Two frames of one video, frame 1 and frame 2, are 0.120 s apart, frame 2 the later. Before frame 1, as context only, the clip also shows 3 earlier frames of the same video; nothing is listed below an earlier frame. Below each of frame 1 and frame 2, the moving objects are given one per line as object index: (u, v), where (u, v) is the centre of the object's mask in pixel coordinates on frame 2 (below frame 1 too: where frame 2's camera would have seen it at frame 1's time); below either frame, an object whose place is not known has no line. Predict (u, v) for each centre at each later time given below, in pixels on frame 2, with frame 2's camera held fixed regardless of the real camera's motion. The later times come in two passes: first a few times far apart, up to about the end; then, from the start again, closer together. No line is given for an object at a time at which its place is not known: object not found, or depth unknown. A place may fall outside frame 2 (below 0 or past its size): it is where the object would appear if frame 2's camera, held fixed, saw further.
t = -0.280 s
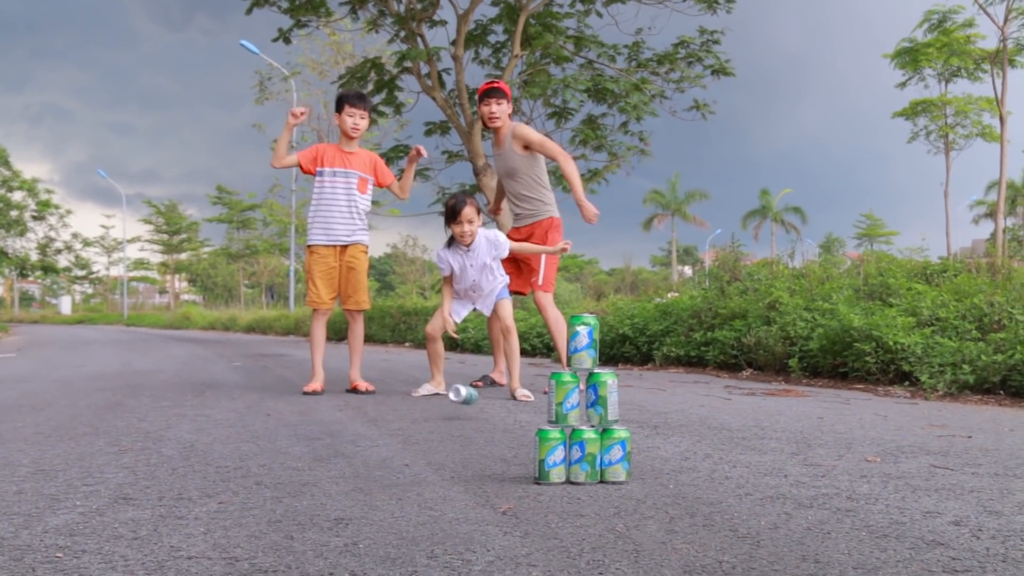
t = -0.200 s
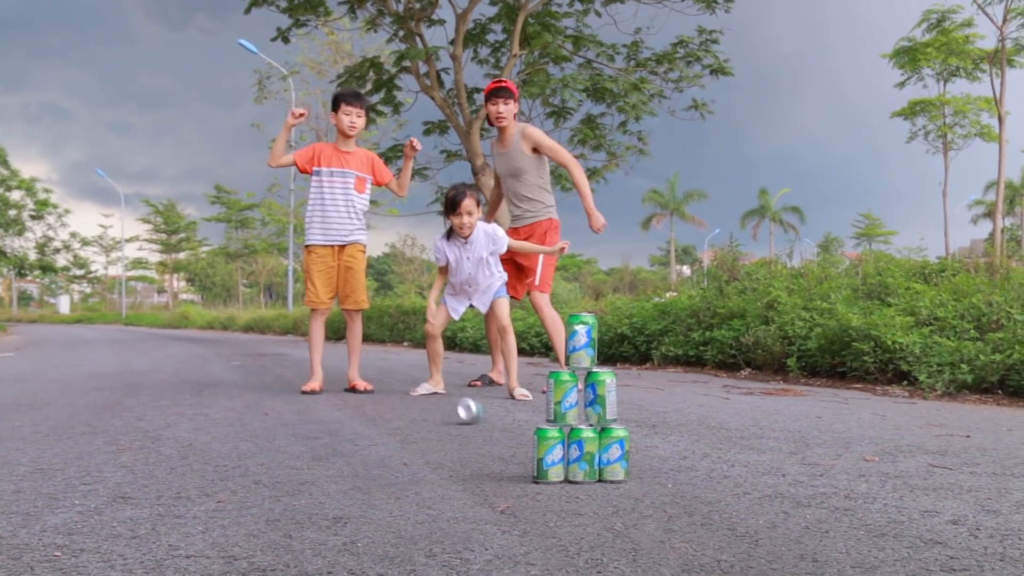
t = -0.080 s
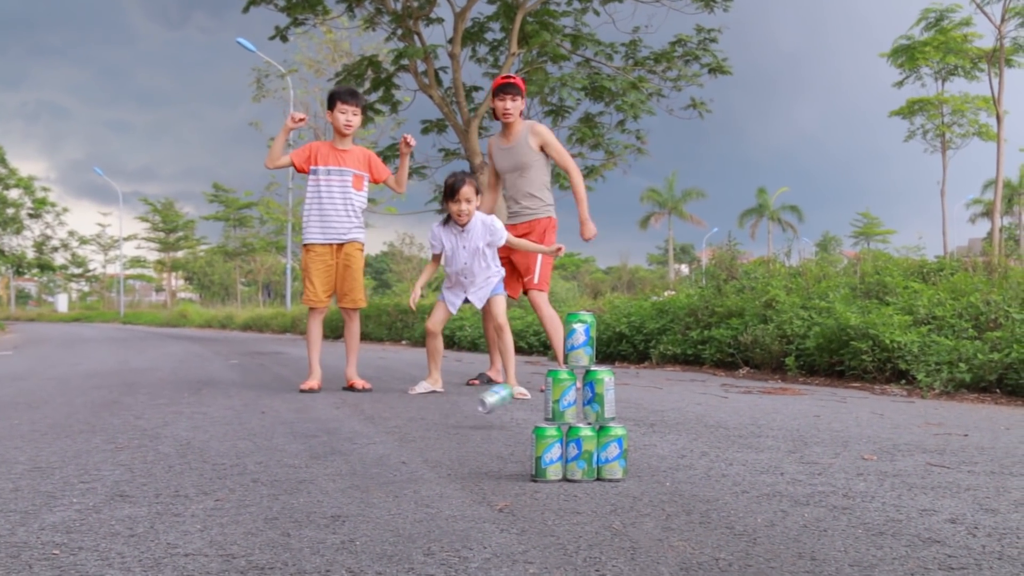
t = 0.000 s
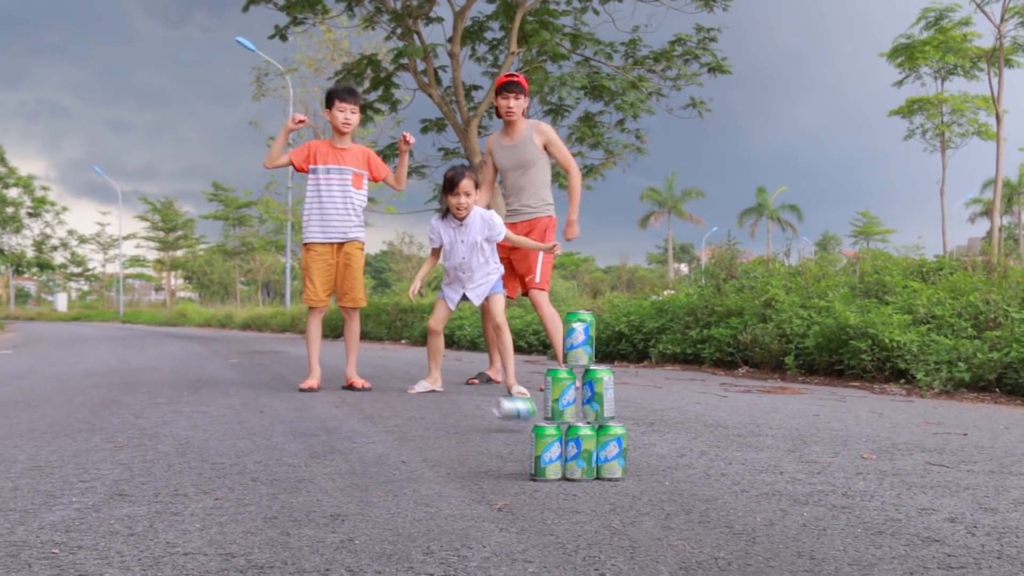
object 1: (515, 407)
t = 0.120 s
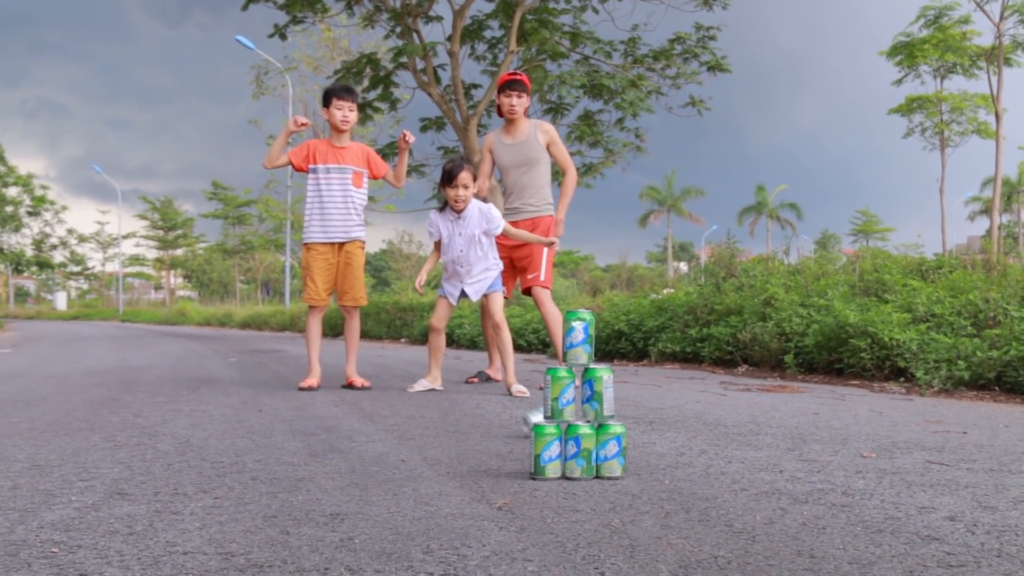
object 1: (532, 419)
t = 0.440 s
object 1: (637, 442)
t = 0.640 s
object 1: (689, 455)
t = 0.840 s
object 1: (774, 470)
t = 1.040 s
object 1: (876, 487)
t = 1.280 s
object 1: (1016, 504)
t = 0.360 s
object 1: (628, 434)
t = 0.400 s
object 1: (632, 439)
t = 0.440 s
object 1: (637, 442)
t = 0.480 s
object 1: (643, 445)
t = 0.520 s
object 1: (650, 448)
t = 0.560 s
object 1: (660, 449)
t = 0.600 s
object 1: (675, 453)
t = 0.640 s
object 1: (689, 455)
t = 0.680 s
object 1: (706, 459)
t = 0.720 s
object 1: (721, 461)
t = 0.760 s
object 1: (738, 465)
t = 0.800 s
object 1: (755, 468)
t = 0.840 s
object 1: (774, 470)
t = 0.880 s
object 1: (792, 474)
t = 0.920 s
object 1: (812, 476)
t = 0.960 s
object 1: (834, 479)
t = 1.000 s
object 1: (854, 483)
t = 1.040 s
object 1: (876, 487)
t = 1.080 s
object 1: (898, 491)
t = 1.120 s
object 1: (922, 494)
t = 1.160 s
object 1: (948, 498)
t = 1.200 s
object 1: (974, 499)
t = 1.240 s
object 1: (1000, 500)
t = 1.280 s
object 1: (1016, 504)
